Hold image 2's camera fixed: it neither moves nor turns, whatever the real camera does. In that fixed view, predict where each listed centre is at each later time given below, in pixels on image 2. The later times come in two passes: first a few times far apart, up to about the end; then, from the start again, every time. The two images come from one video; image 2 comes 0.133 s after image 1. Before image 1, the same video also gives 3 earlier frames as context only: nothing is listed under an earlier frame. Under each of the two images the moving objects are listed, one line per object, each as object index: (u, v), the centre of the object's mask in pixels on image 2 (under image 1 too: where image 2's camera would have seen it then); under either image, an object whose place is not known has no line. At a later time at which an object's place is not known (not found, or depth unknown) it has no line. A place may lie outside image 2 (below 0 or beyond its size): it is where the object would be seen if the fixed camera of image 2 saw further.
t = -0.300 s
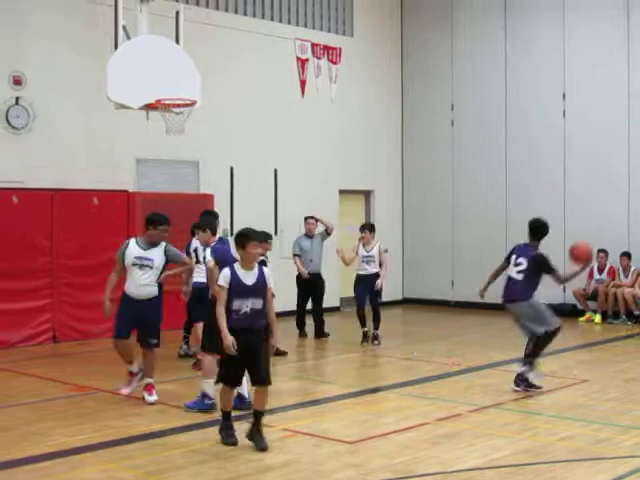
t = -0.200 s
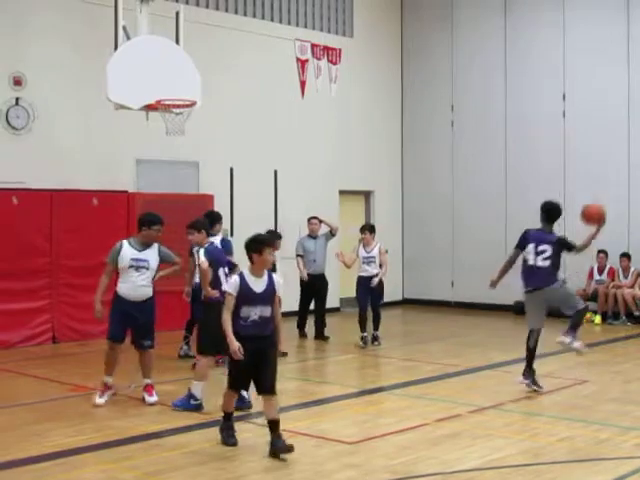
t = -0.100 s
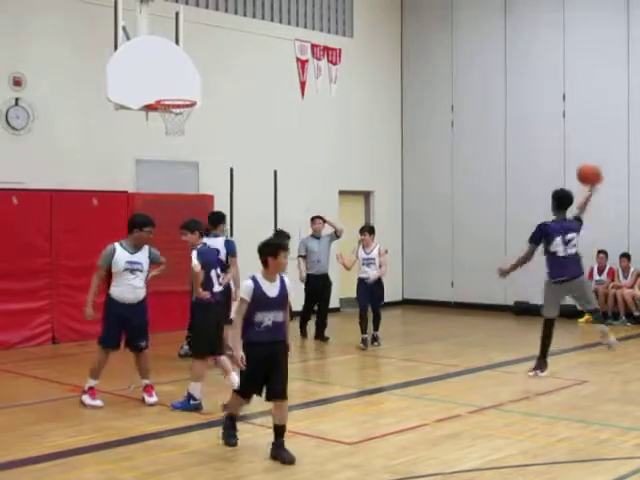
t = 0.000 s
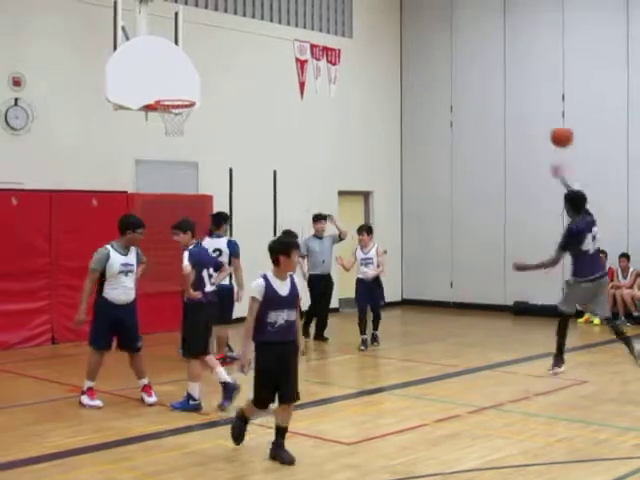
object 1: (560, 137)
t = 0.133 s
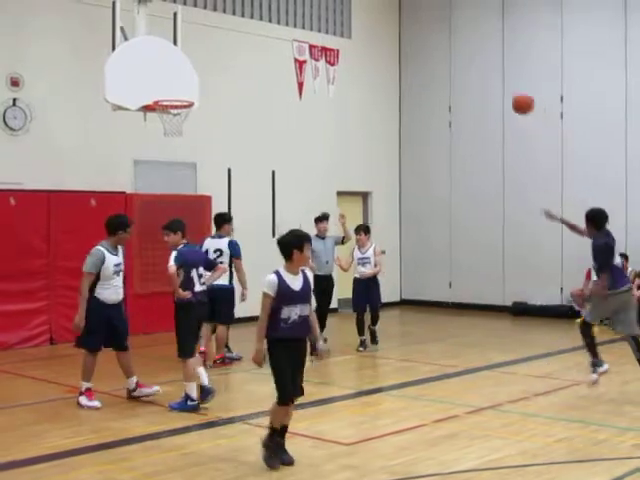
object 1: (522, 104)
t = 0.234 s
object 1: (496, 90)
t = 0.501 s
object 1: (432, 102)
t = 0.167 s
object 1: (513, 98)
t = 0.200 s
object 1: (504, 94)
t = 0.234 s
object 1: (496, 90)
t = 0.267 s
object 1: (487, 89)
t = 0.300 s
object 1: (479, 88)
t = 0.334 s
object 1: (471, 88)
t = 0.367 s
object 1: (463, 88)
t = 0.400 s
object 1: (455, 90)
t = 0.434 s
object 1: (447, 93)
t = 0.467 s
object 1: (439, 97)
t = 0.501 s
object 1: (432, 102)
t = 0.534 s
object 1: (425, 107)
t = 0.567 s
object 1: (417, 114)
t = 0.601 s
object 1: (410, 121)
